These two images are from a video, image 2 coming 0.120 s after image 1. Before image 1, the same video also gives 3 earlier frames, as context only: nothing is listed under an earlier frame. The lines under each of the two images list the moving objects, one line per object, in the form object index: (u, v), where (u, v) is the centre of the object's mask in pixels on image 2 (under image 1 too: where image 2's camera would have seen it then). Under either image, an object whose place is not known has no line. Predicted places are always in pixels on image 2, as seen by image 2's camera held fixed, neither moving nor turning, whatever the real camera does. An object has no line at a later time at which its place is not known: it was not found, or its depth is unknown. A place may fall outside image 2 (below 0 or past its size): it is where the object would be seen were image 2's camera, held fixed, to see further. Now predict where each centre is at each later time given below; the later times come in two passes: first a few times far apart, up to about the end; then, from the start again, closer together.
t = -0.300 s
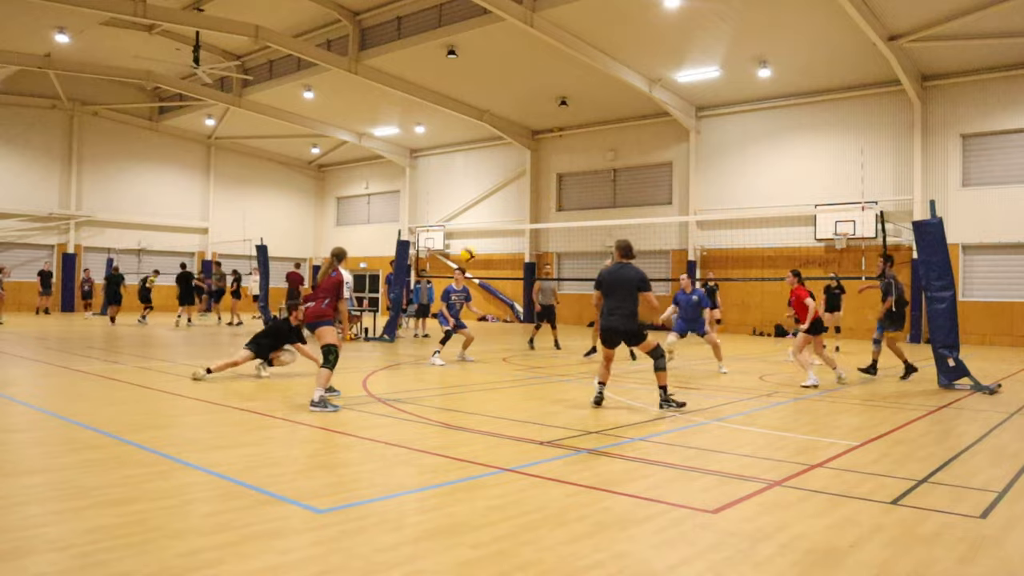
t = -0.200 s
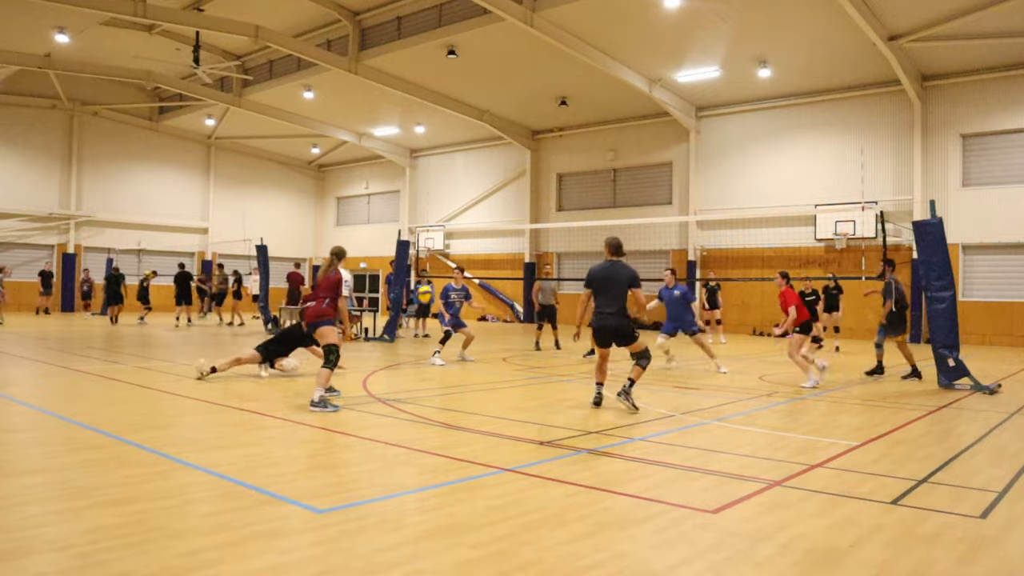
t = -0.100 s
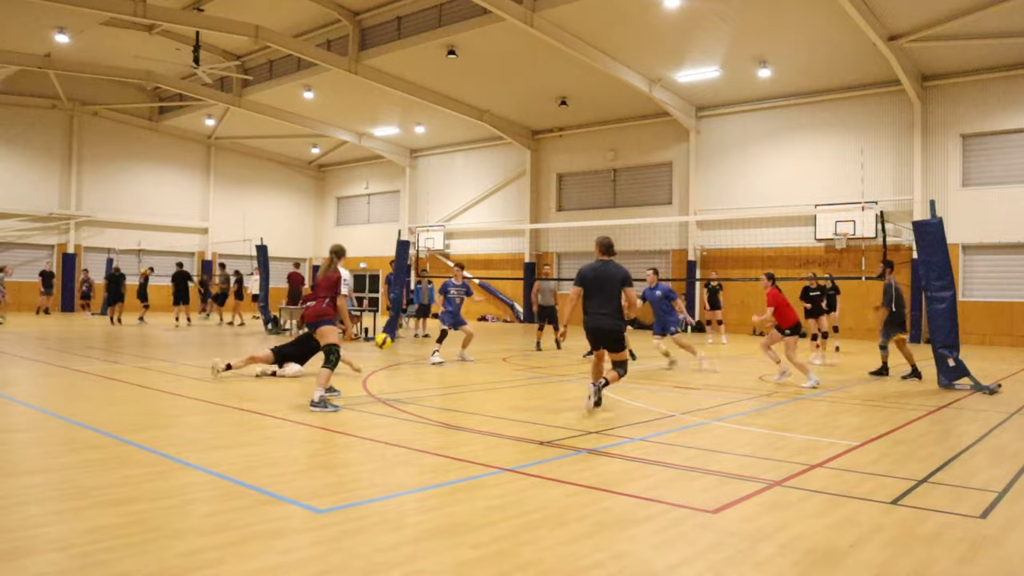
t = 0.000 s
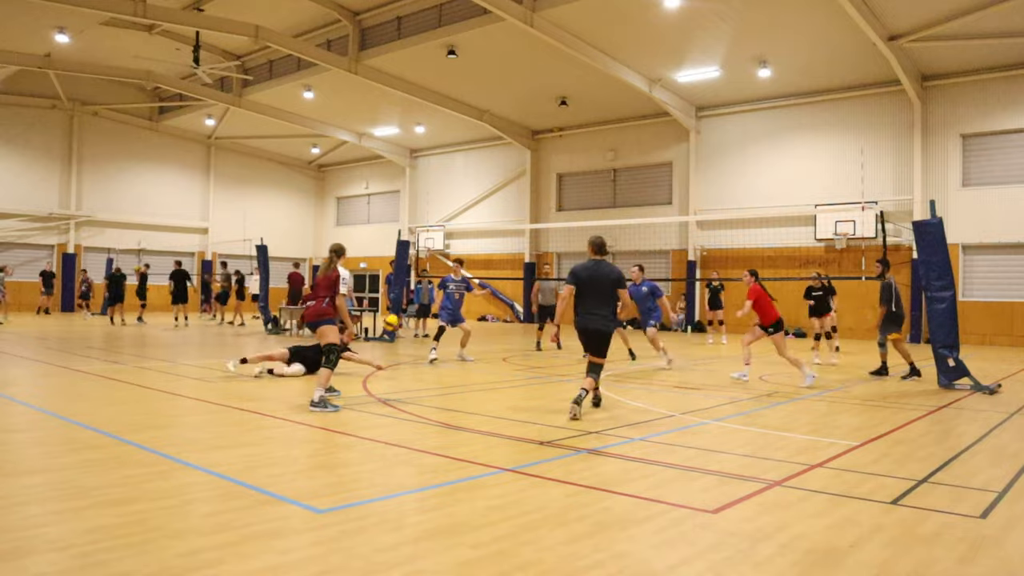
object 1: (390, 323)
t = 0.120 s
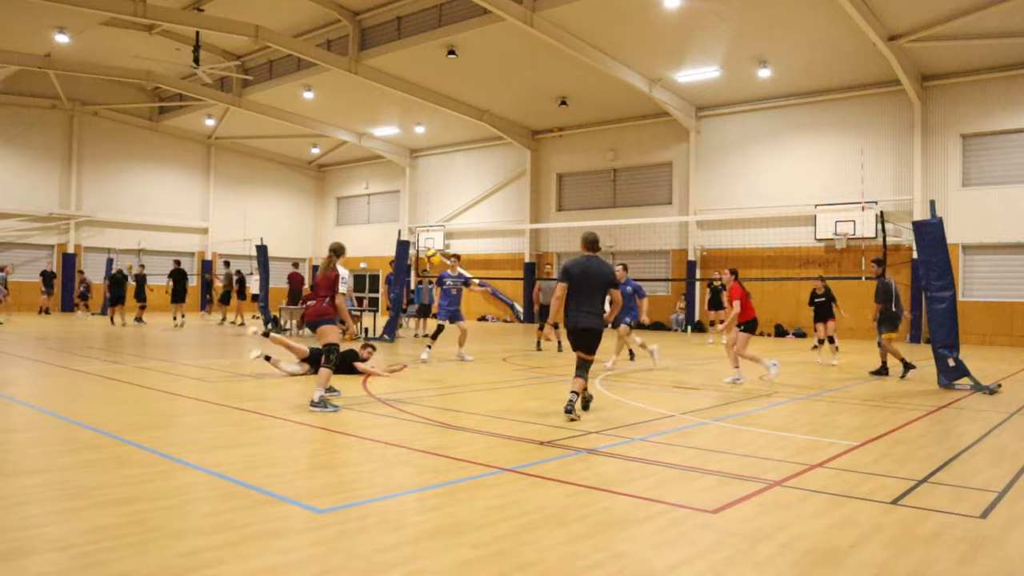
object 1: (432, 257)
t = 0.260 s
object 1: (478, 196)
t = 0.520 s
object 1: (559, 117)
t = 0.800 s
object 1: (640, 87)
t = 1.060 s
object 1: (713, 107)
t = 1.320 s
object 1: (785, 175)
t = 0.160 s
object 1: (446, 238)
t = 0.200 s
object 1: (459, 220)
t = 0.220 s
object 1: (465, 212)
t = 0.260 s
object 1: (478, 196)
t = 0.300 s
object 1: (491, 180)
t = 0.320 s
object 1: (497, 173)
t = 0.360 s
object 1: (511, 159)
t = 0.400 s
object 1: (523, 146)
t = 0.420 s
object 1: (529, 142)
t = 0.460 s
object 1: (540, 132)
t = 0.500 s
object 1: (553, 122)
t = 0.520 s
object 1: (559, 117)
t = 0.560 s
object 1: (571, 109)
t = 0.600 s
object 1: (583, 103)
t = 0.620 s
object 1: (588, 100)
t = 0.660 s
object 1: (600, 95)
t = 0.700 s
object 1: (611, 91)
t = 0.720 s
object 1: (618, 90)
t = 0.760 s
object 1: (628, 87)
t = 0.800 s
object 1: (640, 87)
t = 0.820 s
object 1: (646, 87)
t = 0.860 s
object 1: (657, 87)
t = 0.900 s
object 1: (669, 89)
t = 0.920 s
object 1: (674, 90)
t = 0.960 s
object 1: (685, 94)
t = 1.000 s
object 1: (696, 99)
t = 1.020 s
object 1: (702, 102)
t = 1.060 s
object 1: (713, 107)
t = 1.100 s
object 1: (724, 114)
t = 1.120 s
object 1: (730, 118)
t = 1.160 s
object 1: (741, 128)
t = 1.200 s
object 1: (752, 138)
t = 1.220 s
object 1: (757, 143)
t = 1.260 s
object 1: (769, 155)
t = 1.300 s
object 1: (780, 168)
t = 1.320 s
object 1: (785, 175)
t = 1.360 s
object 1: (796, 189)
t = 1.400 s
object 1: (807, 205)
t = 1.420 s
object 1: (812, 213)
